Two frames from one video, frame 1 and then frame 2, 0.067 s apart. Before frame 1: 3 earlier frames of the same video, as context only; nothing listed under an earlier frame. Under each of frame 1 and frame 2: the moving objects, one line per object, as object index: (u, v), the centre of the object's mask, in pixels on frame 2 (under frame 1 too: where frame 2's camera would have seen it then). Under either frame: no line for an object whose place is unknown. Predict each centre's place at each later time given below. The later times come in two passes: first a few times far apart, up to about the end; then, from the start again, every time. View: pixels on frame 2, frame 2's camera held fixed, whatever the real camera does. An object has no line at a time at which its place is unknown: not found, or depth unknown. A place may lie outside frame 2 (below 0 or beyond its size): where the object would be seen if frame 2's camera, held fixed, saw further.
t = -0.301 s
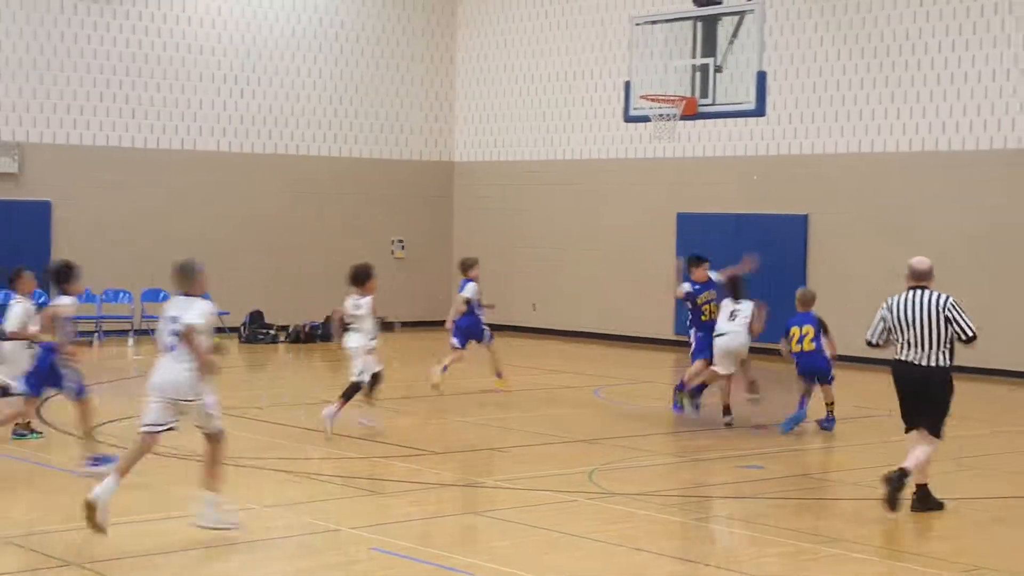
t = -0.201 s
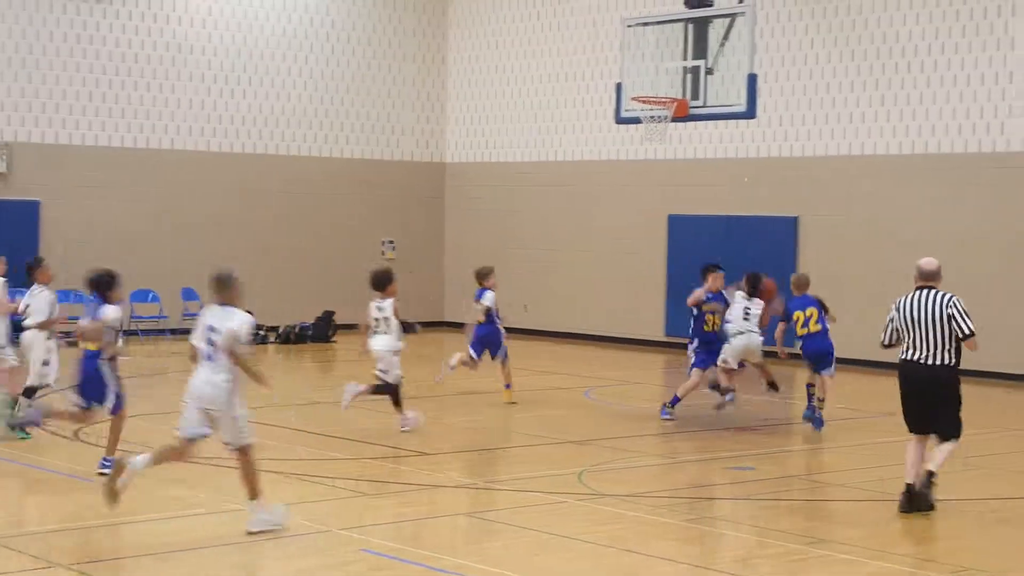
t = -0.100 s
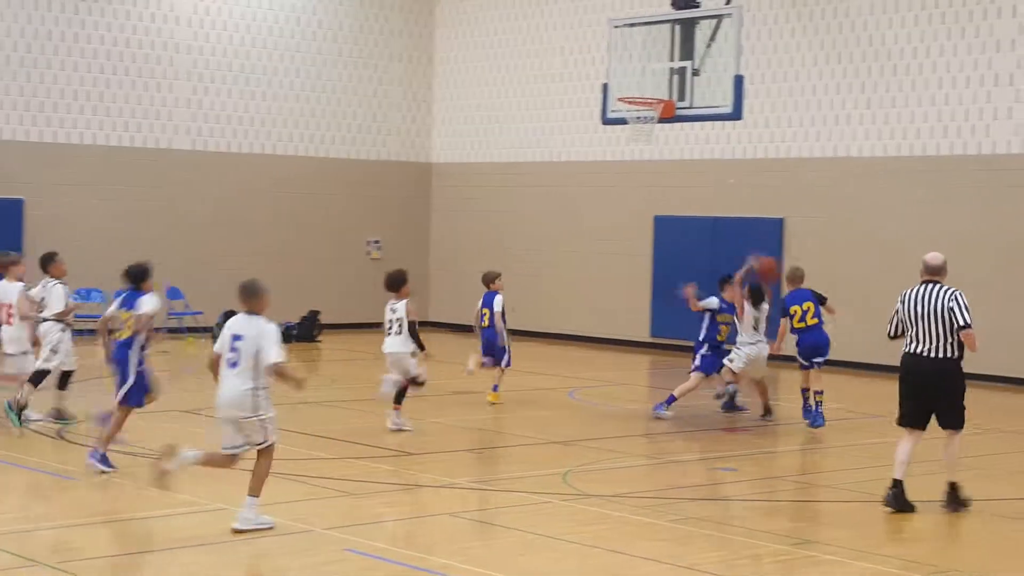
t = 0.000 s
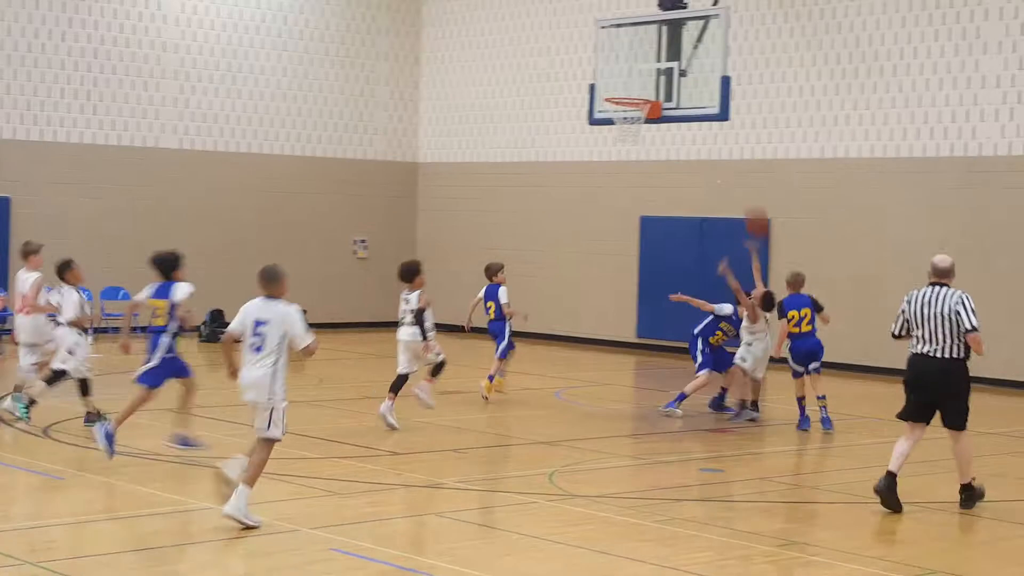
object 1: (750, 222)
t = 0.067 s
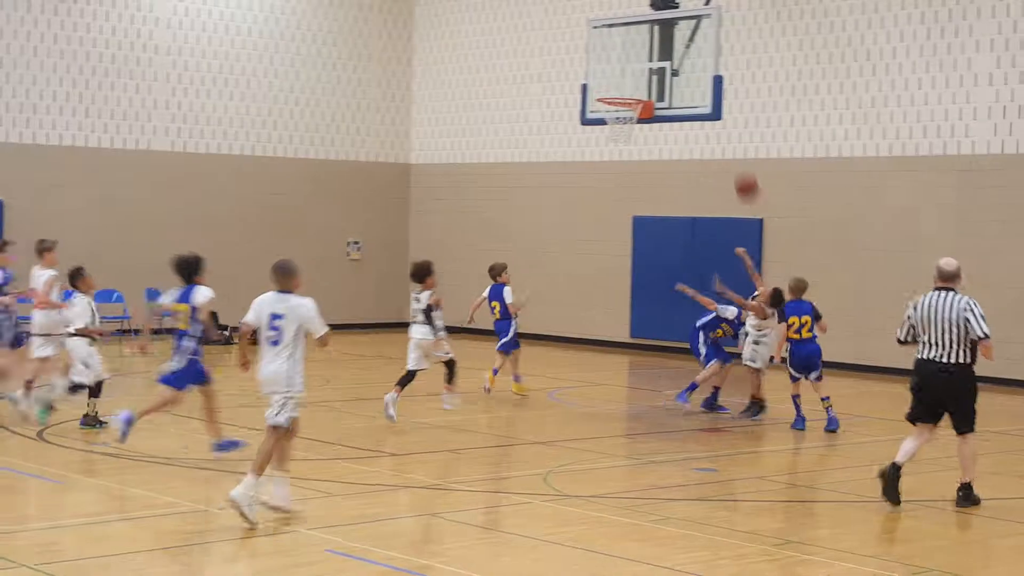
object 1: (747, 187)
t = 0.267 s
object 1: (735, 113)
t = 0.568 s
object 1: (757, 101)
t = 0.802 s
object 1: (785, 161)
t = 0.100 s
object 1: (744, 171)
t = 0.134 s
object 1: (743, 158)
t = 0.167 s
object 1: (741, 144)
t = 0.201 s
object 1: (739, 133)
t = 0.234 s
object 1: (736, 122)
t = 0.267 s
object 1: (735, 113)
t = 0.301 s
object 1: (733, 105)
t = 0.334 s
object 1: (731, 98)
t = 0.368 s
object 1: (731, 94)
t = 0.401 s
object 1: (736, 92)
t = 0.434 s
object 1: (740, 91)
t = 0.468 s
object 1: (744, 92)
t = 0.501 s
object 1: (748, 94)
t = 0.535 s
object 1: (753, 97)
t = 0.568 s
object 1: (757, 101)
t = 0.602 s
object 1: (761, 106)
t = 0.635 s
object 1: (765, 112)
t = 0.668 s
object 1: (770, 120)
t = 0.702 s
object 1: (774, 129)
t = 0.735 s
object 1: (778, 138)
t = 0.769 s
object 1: (781, 149)
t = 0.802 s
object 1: (785, 161)
